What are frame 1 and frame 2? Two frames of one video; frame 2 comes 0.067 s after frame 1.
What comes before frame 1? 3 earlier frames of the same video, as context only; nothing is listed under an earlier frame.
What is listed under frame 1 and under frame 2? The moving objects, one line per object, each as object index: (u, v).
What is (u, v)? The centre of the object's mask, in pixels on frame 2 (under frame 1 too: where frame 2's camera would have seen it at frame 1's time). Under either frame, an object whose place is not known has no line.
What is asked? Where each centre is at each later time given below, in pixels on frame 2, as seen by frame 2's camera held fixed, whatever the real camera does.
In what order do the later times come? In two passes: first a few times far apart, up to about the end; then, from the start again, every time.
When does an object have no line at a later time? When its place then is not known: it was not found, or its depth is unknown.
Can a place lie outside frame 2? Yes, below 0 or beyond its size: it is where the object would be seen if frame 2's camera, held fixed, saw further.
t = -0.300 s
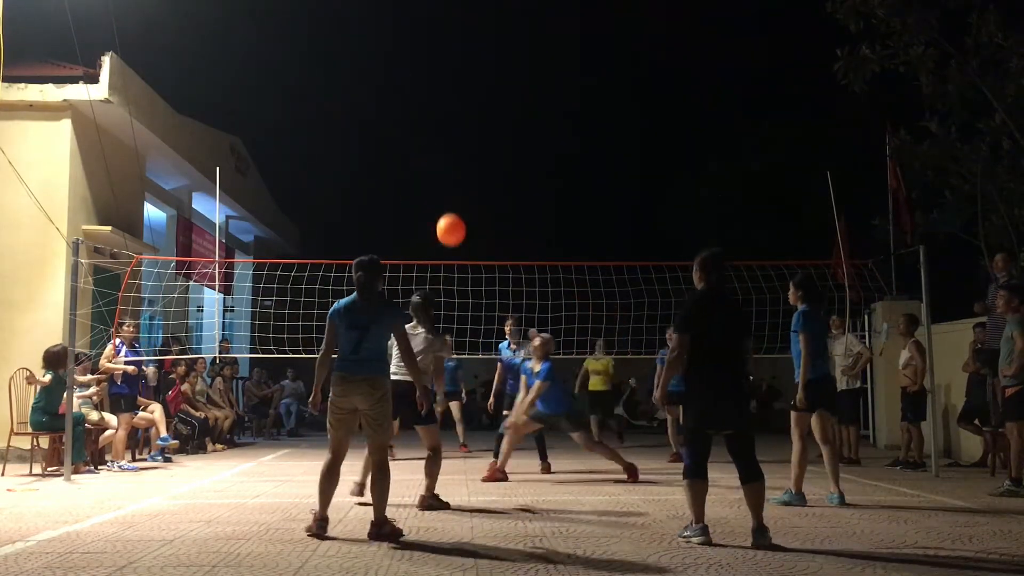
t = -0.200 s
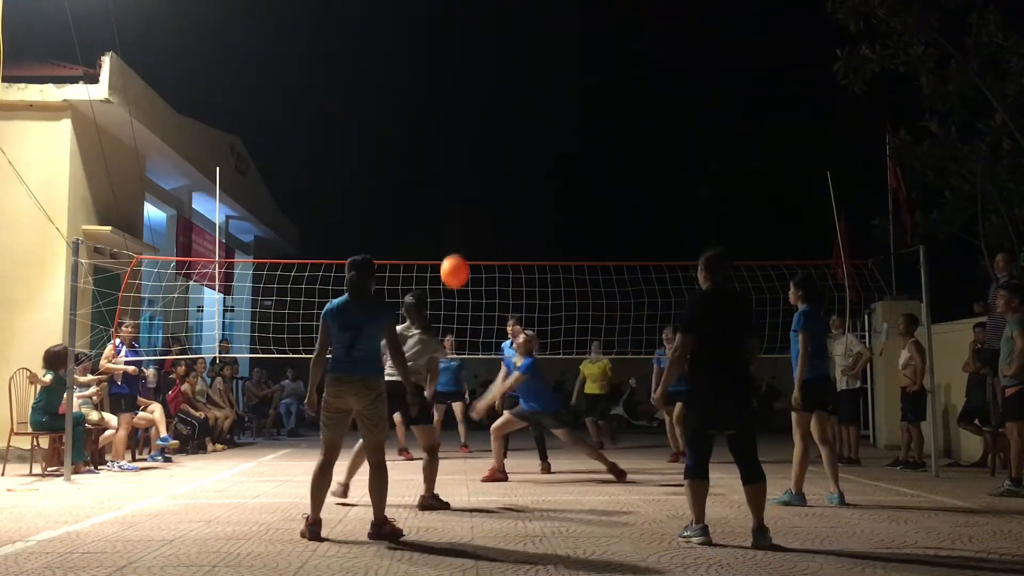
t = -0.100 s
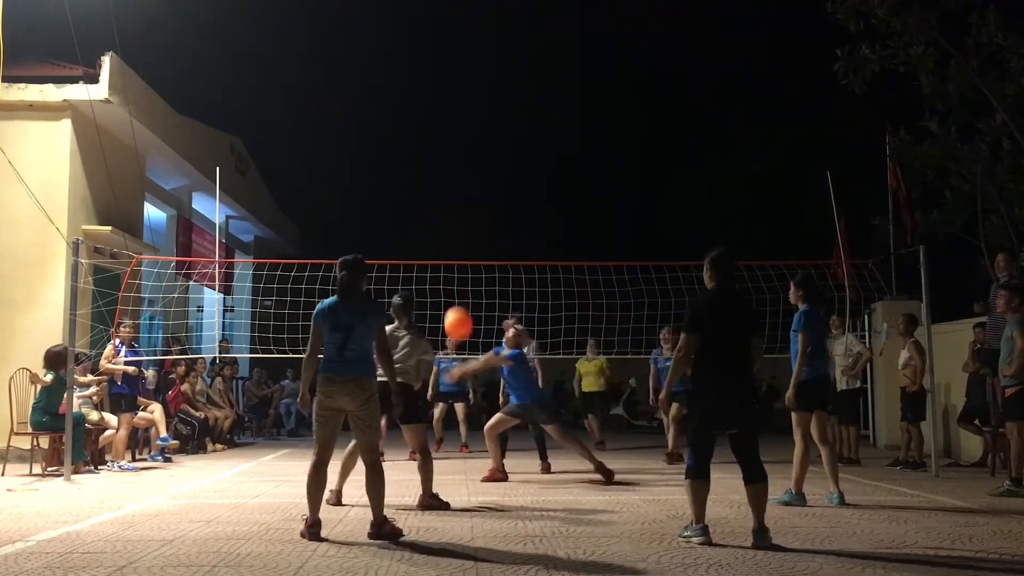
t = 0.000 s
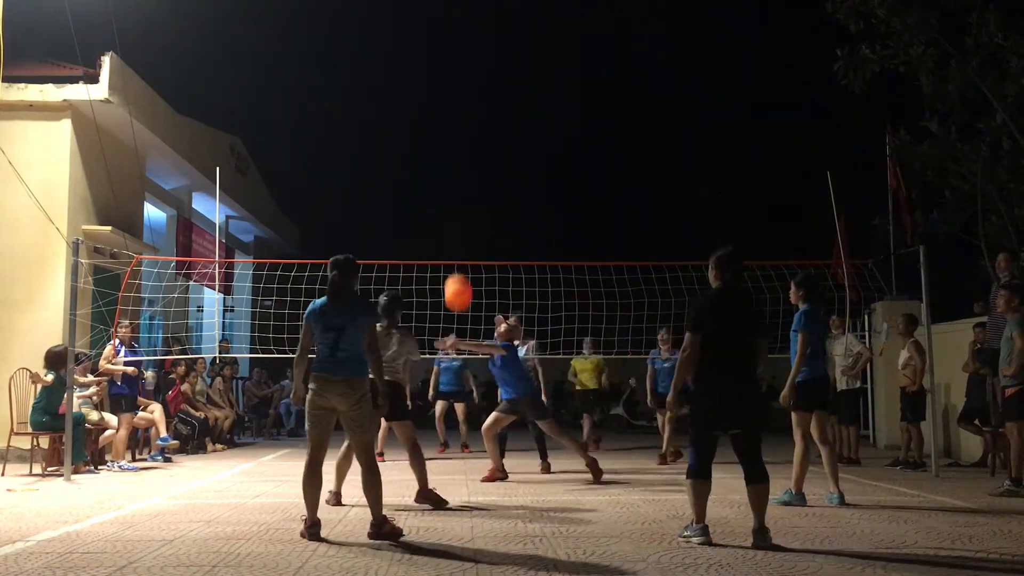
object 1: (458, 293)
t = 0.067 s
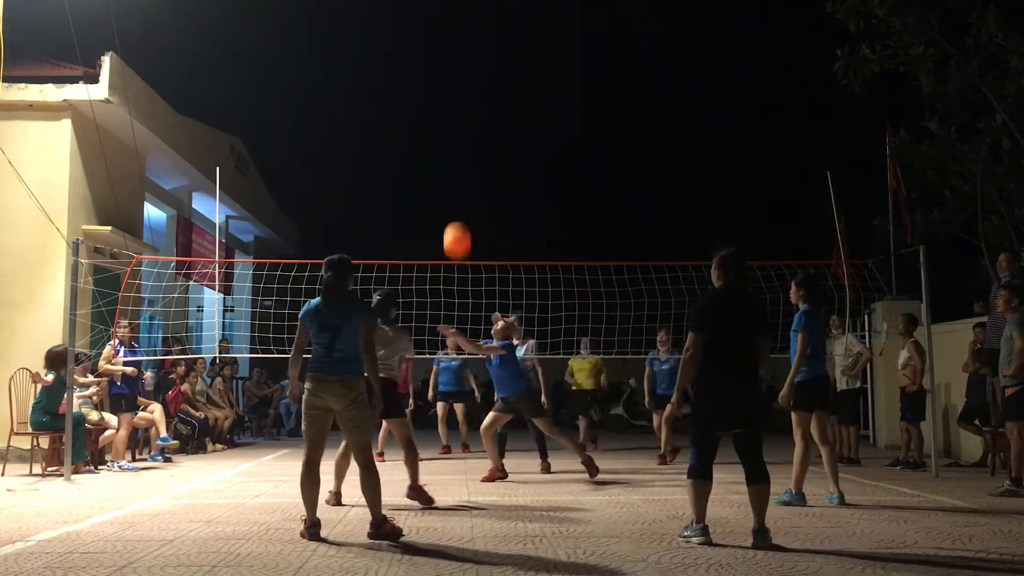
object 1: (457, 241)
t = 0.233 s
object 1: (454, 137)
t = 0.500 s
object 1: (445, 38)
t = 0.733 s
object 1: (435, 19)
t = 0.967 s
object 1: (425, 55)
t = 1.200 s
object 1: (414, 146)
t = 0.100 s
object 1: (457, 218)
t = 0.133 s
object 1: (456, 196)
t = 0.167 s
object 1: (455, 175)
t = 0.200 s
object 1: (455, 155)
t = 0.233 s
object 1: (454, 137)
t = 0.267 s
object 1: (453, 120)
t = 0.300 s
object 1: (453, 104)
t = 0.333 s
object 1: (452, 90)
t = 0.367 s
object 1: (451, 77)
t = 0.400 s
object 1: (450, 65)
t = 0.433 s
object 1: (448, 55)
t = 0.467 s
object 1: (447, 46)
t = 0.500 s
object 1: (445, 38)
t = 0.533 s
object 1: (444, 32)
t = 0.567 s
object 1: (443, 27)
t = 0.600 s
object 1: (441, 23)
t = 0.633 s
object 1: (439, 20)
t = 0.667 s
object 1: (438, 19)
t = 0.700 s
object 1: (436, 18)
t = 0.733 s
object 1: (435, 19)
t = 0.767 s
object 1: (434, 21)
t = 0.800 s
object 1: (432, 24)
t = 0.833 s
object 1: (431, 28)
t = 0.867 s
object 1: (429, 33)
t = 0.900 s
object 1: (428, 39)
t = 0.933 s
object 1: (426, 47)
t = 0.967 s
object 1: (425, 55)
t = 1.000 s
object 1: (423, 65)
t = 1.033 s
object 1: (422, 76)
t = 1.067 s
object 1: (420, 87)
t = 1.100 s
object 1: (419, 100)
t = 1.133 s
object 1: (417, 115)
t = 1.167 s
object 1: (415, 130)
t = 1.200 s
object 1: (414, 146)
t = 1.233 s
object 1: (412, 163)
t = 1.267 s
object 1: (410, 181)
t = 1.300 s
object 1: (408, 201)
